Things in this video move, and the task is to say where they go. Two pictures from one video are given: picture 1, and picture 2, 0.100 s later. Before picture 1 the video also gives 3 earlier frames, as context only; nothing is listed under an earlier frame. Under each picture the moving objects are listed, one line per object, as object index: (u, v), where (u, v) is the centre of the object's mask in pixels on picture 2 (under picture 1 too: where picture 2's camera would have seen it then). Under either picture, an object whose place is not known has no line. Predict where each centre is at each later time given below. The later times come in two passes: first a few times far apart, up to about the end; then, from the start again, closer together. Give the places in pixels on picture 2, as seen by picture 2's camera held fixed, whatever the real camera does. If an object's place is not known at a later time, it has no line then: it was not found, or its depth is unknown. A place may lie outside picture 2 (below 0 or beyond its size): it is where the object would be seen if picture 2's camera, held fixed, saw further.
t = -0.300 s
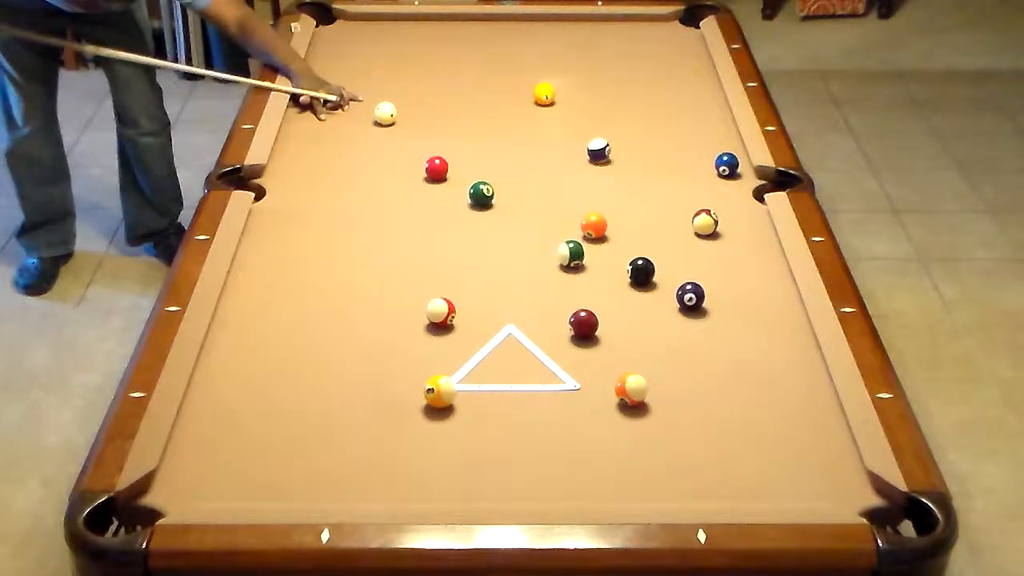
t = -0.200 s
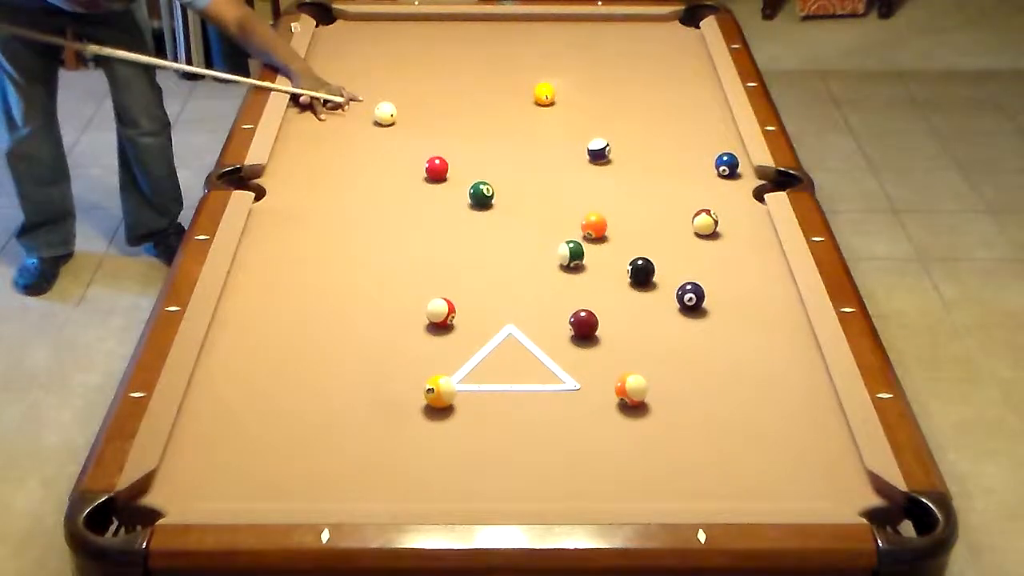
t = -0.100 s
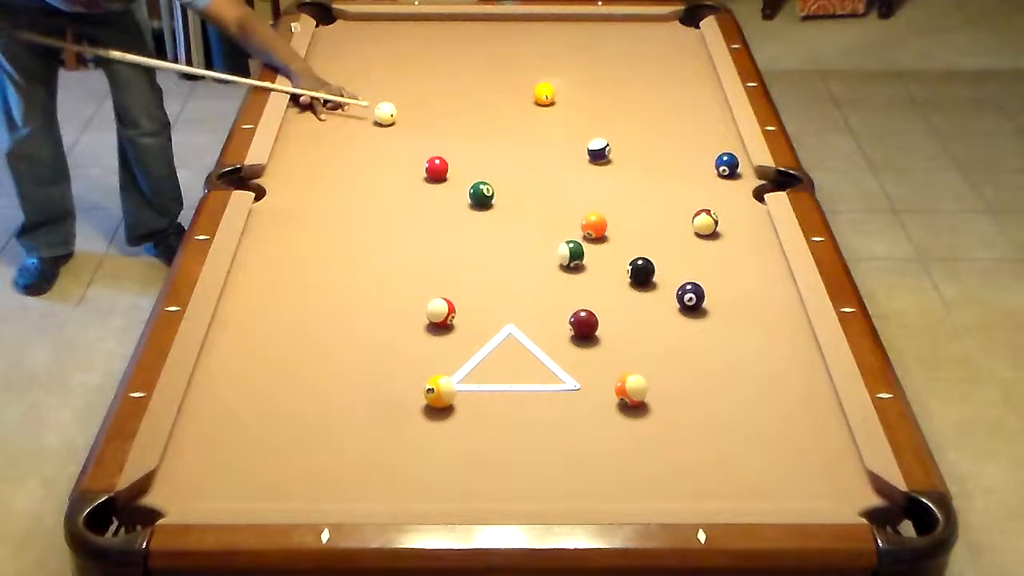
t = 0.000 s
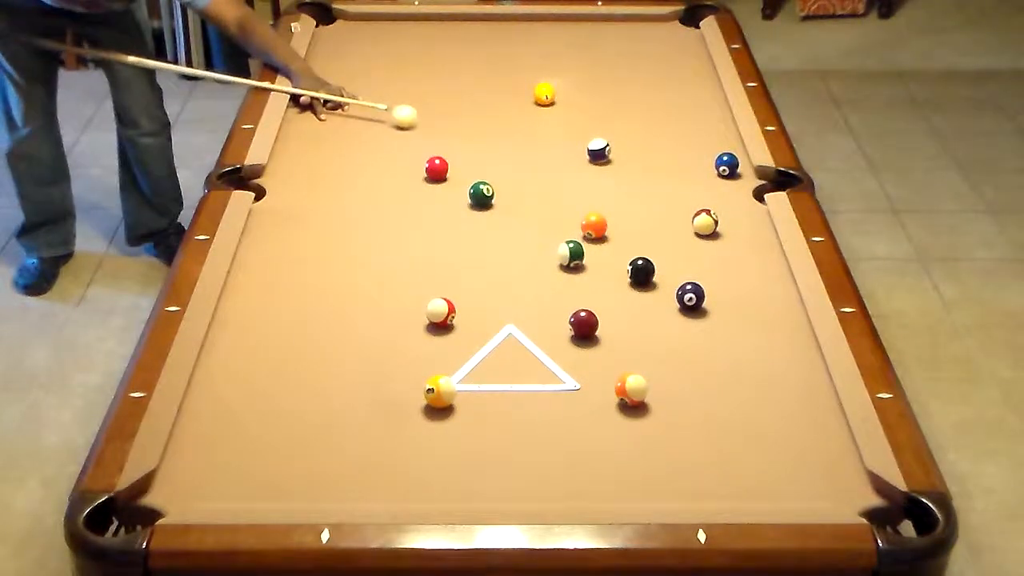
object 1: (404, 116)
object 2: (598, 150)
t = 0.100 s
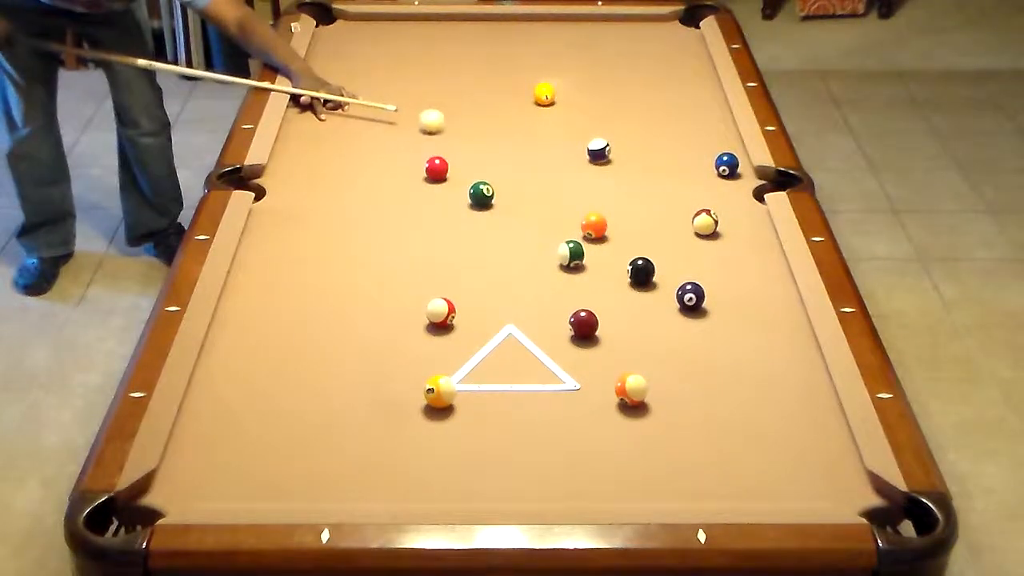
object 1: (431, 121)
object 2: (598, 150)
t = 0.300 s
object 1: (485, 130)
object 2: (598, 151)
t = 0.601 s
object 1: (565, 144)
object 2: (598, 150)
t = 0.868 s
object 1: (589, 145)
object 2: (637, 160)
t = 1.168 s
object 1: (605, 145)
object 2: (684, 169)
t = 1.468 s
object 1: (618, 145)
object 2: (728, 180)
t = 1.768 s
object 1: (627, 144)
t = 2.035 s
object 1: (633, 144)
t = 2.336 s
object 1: (636, 144)
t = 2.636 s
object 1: (636, 144)
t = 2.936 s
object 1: (636, 144)
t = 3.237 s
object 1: (636, 144)
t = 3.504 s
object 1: (636, 144)
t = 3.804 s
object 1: (636, 144)
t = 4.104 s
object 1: (636, 144)
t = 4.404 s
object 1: (636, 144)
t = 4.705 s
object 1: (636, 144)
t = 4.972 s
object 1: (636, 144)
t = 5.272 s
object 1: (636, 144)
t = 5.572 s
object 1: (636, 144)
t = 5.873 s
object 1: (636, 144)
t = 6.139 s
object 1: (636, 144)
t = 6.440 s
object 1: (636, 144)
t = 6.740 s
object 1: (636, 144)
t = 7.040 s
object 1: (636, 143)
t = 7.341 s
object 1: (636, 144)
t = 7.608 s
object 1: (636, 144)
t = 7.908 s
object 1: (637, 143)
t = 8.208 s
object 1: (636, 144)
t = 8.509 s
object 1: (637, 144)
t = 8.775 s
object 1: (636, 144)
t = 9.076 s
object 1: (636, 144)
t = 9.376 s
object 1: (636, 144)
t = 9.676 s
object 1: (636, 144)
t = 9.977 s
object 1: (637, 143)
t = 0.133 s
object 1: (440, 122)
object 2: (598, 150)
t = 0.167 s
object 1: (449, 123)
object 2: (598, 150)
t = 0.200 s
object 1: (458, 125)
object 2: (598, 150)
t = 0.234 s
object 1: (467, 127)
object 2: (598, 151)
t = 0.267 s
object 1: (476, 128)
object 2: (598, 151)
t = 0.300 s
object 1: (485, 130)
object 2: (598, 151)
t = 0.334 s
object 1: (494, 131)
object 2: (598, 151)
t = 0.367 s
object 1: (503, 133)
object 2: (598, 150)
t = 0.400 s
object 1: (512, 134)
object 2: (598, 150)
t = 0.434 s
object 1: (520, 136)
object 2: (598, 150)
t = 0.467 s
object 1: (530, 137)
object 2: (598, 150)
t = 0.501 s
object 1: (539, 139)
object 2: (598, 150)
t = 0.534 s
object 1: (548, 140)
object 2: (598, 150)
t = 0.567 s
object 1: (556, 142)
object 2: (598, 150)
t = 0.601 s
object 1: (565, 144)
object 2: (598, 150)
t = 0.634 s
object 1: (575, 145)
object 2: (599, 150)
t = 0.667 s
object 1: (577, 145)
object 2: (603, 151)
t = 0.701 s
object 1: (578, 145)
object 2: (610, 153)
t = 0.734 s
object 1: (581, 145)
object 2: (617, 154)
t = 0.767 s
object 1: (583, 145)
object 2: (623, 156)
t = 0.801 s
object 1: (585, 145)
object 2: (628, 157)
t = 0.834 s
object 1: (587, 145)
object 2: (633, 160)
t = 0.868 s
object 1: (589, 145)
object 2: (637, 160)
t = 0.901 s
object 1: (591, 145)
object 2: (643, 161)
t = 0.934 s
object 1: (593, 145)
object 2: (649, 162)
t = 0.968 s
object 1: (595, 145)
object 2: (654, 163)
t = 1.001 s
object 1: (597, 145)
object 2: (659, 165)
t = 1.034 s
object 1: (598, 145)
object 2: (665, 167)
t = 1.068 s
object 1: (600, 145)
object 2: (668, 168)
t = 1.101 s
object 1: (602, 145)
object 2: (673, 168)
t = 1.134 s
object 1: (603, 145)
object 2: (679, 169)
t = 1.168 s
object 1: (605, 145)
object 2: (684, 169)
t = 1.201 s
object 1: (606, 145)
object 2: (689, 171)
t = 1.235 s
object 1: (608, 145)
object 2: (694, 172)
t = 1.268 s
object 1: (610, 145)
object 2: (699, 174)
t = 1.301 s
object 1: (612, 145)
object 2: (705, 176)
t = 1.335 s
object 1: (613, 145)
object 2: (708, 177)
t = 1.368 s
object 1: (614, 145)
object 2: (712, 177)
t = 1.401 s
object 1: (615, 145)
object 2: (718, 178)
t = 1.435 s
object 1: (616, 145)
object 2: (724, 179)
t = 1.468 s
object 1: (618, 145)
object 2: (728, 180)
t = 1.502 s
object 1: (619, 145)
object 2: (733, 182)
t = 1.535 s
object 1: (620, 145)
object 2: (738, 184)
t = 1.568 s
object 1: (621, 144)
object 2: (742, 185)
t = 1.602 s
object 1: (622, 145)
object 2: (746, 185)
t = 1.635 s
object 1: (623, 145)
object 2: (752, 186)
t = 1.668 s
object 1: (624, 144)
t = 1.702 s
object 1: (625, 144)
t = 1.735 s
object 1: (626, 144)
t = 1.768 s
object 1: (627, 144)
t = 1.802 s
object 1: (628, 144)
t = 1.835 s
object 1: (629, 144)
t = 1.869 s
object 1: (630, 144)
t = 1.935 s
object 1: (631, 144)
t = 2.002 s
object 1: (633, 144)
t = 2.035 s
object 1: (633, 144)
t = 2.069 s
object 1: (633, 144)
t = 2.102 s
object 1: (634, 144)
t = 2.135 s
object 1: (634, 144)
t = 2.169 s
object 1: (635, 144)
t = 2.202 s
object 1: (636, 144)
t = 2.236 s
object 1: (636, 144)
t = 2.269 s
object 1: (636, 144)
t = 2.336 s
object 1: (636, 144)
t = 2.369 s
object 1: (636, 144)
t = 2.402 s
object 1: (636, 144)
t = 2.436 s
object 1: (636, 144)
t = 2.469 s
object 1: (636, 144)
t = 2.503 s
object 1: (636, 144)
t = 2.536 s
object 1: (636, 143)
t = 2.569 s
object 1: (636, 144)
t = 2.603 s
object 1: (636, 144)
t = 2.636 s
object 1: (636, 144)
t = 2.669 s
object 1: (636, 144)
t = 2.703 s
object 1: (636, 144)
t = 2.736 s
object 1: (636, 144)
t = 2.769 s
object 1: (636, 144)
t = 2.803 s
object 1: (636, 144)
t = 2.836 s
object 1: (636, 144)
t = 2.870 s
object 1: (636, 144)
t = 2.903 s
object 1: (636, 144)
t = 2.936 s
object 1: (636, 144)
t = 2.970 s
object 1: (636, 144)
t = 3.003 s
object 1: (636, 144)
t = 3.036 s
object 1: (636, 144)
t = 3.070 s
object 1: (636, 144)
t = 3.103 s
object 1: (636, 144)
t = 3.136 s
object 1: (636, 144)
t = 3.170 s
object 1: (636, 144)
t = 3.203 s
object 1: (636, 144)
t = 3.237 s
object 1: (636, 144)
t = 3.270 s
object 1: (636, 144)
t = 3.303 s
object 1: (636, 144)
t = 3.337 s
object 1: (636, 144)
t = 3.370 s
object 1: (636, 144)
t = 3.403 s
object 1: (636, 144)
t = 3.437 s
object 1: (636, 144)
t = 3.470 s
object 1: (636, 144)
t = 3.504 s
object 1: (636, 144)
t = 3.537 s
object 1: (636, 144)
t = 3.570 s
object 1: (636, 144)
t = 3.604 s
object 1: (636, 144)
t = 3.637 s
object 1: (636, 144)
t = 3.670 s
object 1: (636, 144)
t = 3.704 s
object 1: (636, 144)
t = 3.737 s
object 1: (636, 144)
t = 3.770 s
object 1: (636, 144)
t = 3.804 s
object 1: (636, 144)
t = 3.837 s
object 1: (636, 144)
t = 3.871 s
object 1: (636, 144)
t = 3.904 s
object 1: (636, 144)
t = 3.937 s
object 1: (636, 144)
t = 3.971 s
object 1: (636, 144)
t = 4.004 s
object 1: (636, 144)
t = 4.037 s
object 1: (636, 144)
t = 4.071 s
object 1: (636, 144)
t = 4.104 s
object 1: (636, 144)
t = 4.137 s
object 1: (636, 144)
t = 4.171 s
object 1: (636, 144)
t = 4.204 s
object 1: (636, 144)
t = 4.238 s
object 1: (636, 144)
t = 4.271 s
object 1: (636, 144)
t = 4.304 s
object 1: (636, 144)
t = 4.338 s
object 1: (636, 144)
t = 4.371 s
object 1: (636, 144)
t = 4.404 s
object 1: (636, 144)
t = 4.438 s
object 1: (636, 144)
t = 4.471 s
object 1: (636, 144)
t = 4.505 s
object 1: (636, 144)
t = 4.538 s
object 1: (636, 144)
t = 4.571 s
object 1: (636, 144)
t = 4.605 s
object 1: (636, 144)
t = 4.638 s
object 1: (636, 144)
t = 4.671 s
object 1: (636, 144)
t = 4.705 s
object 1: (636, 144)
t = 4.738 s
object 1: (636, 144)
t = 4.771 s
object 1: (636, 144)
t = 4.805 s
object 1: (636, 144)
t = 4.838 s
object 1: (636, 144)
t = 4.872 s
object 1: (636, 144)
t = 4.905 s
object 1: (636, 144)
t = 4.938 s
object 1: (636, 144)
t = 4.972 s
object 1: (636, 144)
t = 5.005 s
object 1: (636, 144)
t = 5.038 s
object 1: (636, 144)
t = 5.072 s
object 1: (636, 144)
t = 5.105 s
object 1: (636, 144)
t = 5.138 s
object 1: (636, 144)
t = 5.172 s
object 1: (636, 144)
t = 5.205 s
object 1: (636, 144)
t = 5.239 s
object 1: (636, 144)
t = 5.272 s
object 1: (636, 144)
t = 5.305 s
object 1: (636, 144)
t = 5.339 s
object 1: (636, 144)
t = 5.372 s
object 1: (636, 144)
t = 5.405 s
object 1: (636, 144)
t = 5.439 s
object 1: (636, 144)
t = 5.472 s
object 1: (636, 144)
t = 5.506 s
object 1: (636, 144)
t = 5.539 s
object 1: (636, 144)
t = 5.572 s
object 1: (636, 144)
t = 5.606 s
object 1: (636, 144)
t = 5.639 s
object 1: (636, 144)
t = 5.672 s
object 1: (636, 144)
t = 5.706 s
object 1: (636, 144)
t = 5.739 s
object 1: (636, 144)
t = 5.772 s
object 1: (636, 144)
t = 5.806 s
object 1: (636, 144)
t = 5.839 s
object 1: (636, 144)
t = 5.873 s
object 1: (636, 144)
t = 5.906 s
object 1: (636, 144)
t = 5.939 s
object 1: (636, 144)
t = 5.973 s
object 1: (636, 144)
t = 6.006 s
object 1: (636, 144)
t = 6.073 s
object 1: (636, 144)
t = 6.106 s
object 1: (636, 144)
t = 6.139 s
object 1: (636, 144)
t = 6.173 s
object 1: (636, 144)
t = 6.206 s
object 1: (636, 144)
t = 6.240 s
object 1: (636, 144)
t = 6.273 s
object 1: (636, 144)
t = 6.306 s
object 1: (636, 144)
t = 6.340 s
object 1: (636, 144)
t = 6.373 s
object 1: (636, 144)
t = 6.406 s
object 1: (636, 144)
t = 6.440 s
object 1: (636, 144)
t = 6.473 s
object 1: (636, 144)
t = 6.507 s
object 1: (636, 144)
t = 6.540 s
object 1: (636, 144)
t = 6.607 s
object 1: (636, 144)
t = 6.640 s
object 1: (636, 144)
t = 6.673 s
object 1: (636, 144)
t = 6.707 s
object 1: (636, 144)
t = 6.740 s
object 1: (636, 144)
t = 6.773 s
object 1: (636, 144)
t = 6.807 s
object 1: (636, 143)
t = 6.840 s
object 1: (636, 143)
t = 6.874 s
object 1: (636, 144)
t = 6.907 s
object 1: (636, 144)
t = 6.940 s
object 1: (636, 143)
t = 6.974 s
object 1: (636, 144)
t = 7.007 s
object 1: (636, 144)
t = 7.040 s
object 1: (636, 143)
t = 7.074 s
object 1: (636, 143)
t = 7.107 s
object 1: (636, 143)
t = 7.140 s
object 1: (636, 143)
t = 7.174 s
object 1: (636, 144)
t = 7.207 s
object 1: (636, 144)
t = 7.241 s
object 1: (636, 144)
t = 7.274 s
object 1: (636, 144)
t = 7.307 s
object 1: (636, 144)
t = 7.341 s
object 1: (636, 144)
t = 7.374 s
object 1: (636, 144)
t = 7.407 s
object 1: (636, 144)
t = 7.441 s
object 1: (636, 144)
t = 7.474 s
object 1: (636, 144)
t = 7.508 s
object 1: (636, 144)
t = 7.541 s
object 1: (636, 144)
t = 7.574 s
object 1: (636, 144)
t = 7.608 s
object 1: (636, 144)
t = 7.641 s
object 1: (636, 144)
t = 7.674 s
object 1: (636, 144)
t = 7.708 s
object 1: (636, 144)
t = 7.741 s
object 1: (636, 144)
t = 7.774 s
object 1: (637, 143)
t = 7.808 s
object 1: (637, 143)
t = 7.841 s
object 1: (637, 143)
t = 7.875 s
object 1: (637, 143)
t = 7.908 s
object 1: (637, 143)
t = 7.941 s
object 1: (637, 143)
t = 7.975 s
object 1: (637, 143)
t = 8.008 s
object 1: (636, 143)
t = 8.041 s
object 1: (637, 143)
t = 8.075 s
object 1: (637, 143)
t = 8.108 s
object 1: (636, 143)
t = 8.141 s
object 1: (636, 143)
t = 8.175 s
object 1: (637, 143)
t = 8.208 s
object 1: (636, 144)
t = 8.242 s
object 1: (636, 144)
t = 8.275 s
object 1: (637, 144)
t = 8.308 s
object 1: (637, 144)
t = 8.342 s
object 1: (637, 144)
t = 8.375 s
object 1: (637, 144)
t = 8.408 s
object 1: (637, 144)
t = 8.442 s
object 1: (636, 144)
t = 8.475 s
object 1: (637, 144)
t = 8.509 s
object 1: (637, 144)
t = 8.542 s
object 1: (637, 144)
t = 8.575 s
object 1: (637, 144)
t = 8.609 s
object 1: (637, 144)
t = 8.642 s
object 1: (637, 144)
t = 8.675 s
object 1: (637, 144)
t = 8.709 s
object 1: (637, 144)
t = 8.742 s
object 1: (637, 144)
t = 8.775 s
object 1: (636, 144)
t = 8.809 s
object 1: (636, 144)
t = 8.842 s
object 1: (636, 144)
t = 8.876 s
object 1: (636, 144)
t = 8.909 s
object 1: (636, 144)
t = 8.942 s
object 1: (636, 144)
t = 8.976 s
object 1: (636, 144)
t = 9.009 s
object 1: (636, 144)
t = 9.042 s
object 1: (636, 144)
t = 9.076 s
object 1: (636, 144)
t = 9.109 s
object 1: (636, 144)
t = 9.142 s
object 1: (636, 144)
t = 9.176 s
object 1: (636, 144)
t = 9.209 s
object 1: (636, 144)
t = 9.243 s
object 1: (636, 144)
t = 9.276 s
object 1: (636, 144)
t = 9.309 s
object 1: (636, 144)
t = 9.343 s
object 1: (636, 144)
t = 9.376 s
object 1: (636, 144)
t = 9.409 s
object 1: (636, 144)
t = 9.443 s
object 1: (636, 144)
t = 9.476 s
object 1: (636, 144)
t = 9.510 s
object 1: (636, 144)
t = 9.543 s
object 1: (636, 144)
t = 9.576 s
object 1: (636, 144)
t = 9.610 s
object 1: (636, 144)
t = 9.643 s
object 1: (636, 144)
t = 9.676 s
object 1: (636, 144)
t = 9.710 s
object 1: (636, 144)
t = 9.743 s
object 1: (636, 144)
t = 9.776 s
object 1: (636, 144)
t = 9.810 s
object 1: (636, 144)
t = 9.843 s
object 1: (636, 144)
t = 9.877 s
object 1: (636, 143)
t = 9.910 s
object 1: (636, 143)
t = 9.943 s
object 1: (636, 143)
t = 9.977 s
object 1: (637, 143)
